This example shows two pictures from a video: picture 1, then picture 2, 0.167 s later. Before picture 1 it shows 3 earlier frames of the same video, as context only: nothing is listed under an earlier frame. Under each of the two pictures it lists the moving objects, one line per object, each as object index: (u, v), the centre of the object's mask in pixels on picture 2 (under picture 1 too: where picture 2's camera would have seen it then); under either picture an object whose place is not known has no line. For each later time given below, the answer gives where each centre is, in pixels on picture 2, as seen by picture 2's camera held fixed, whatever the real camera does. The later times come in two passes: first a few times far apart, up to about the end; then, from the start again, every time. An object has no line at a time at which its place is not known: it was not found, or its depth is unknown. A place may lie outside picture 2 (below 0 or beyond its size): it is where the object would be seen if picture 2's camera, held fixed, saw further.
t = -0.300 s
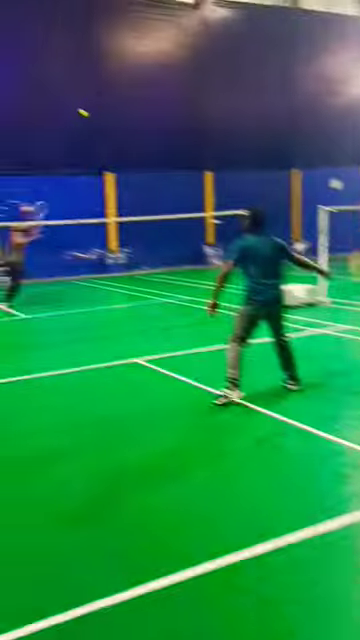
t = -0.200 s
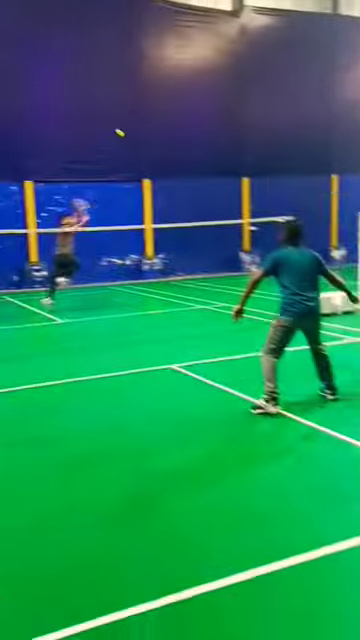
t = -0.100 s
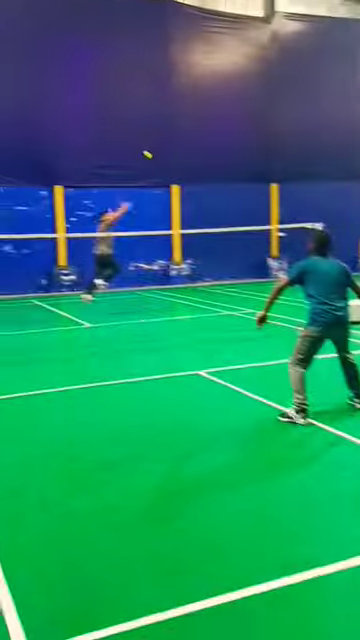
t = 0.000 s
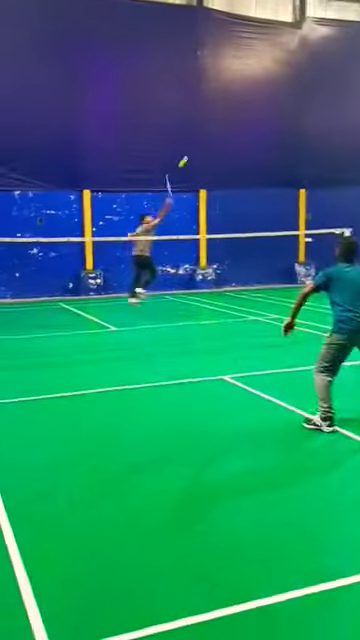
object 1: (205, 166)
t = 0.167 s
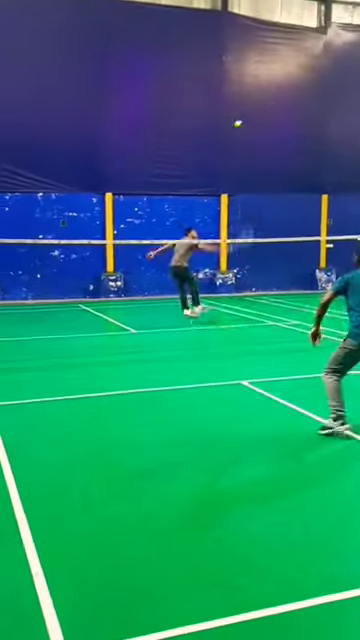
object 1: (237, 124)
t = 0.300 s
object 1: (264, 106)
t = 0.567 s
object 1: (311, 116)
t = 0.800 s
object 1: (349, 177)
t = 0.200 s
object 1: (245, 119)
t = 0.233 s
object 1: (251, 114)
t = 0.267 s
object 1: (258, 110)
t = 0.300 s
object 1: (264, 106)
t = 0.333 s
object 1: (270, 104)
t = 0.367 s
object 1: (276, 103)
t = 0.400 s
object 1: (282, 102)
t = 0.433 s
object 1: (288, 103)
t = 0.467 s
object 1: (294, 105)
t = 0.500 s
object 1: (300, 108)
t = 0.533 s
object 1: (306, 111)
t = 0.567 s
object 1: (311, 116)
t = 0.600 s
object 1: (317, 122)
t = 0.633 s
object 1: (322, 128)
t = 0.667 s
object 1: (327, 136)
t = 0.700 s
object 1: (333, 145)
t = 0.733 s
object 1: (338, 154)
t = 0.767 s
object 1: (344, 165)
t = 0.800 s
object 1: (349, 177)
